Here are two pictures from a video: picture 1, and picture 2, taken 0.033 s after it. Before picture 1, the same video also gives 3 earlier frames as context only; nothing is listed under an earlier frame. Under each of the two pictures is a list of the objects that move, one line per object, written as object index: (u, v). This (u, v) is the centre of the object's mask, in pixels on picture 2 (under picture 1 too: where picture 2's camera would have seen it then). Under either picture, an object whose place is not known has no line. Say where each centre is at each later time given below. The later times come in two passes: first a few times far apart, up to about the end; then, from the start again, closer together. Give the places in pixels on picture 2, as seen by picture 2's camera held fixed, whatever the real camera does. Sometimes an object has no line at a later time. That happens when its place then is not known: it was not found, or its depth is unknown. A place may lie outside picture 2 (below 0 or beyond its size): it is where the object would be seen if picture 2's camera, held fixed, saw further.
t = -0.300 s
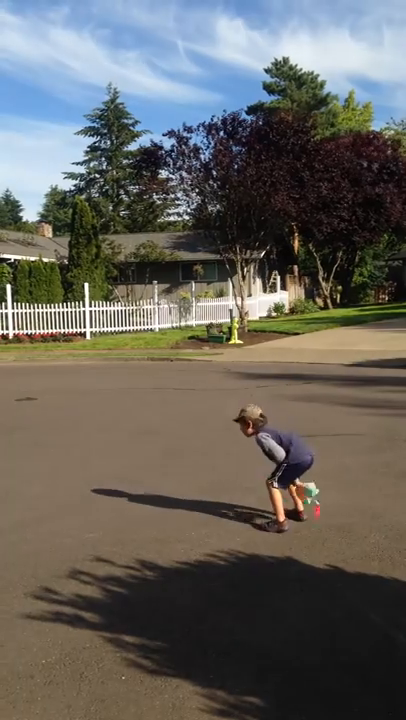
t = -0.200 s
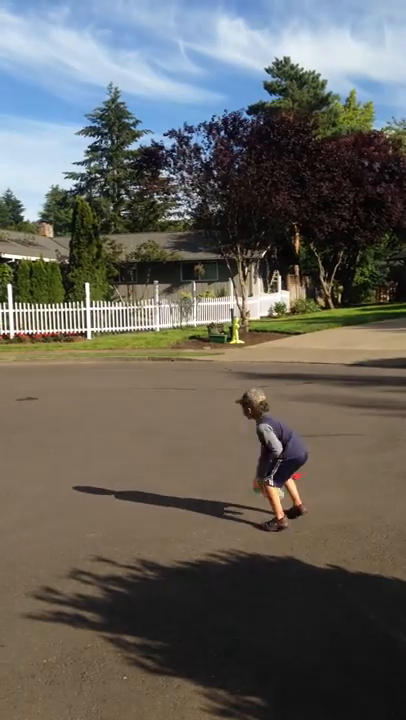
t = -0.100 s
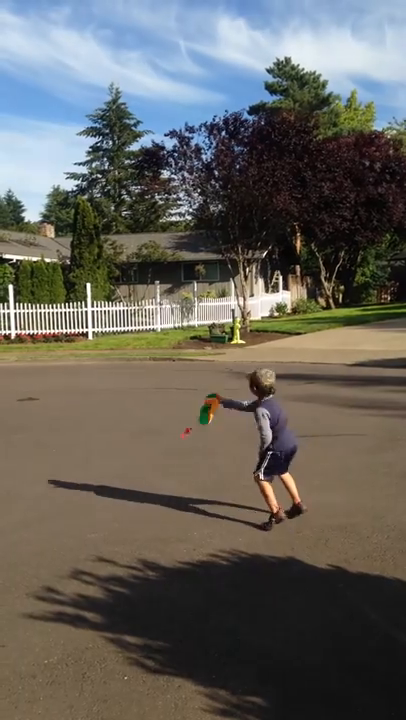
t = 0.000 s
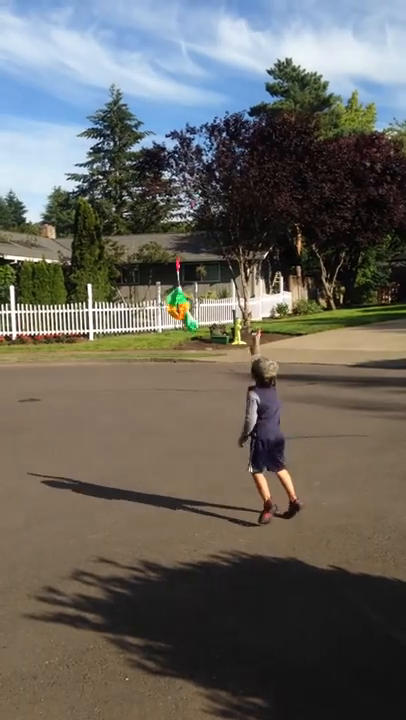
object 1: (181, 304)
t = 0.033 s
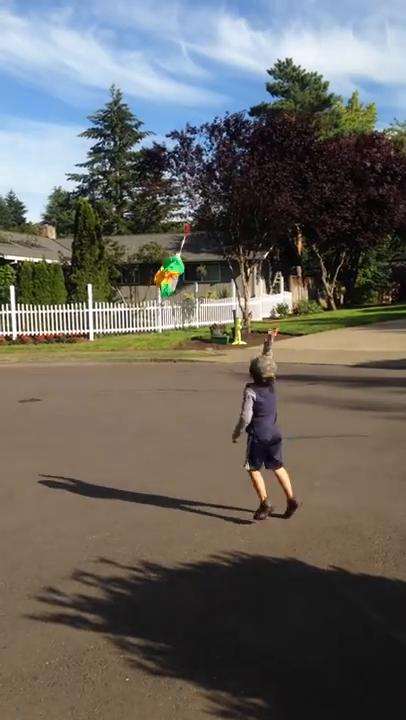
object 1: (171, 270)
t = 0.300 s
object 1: (177, 136)
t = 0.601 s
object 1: (188, 131)
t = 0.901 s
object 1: (203, 222)
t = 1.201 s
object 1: (190, 340)
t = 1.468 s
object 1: (170, 410)
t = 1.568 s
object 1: (163, 438)
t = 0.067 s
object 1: (169, 238)
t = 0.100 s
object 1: (170, 214)
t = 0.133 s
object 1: (168, 200)
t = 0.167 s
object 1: (171, 181)
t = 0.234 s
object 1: (172, 156)
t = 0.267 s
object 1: (176, 144)
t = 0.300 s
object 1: (177, 136)
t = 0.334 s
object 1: (179, 129)
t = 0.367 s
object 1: (179, 125)
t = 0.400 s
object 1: (181, 122)
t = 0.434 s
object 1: (181, 121)
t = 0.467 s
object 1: (182, 120)
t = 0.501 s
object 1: (186, 121)
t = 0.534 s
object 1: (184, 123)
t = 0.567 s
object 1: (185, 125)
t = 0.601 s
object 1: (188, 131)
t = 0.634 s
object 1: (189, 136)
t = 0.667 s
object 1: (191, 142)
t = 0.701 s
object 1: (192, 147)
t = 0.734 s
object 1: (195, 158)
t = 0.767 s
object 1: (197, 169)
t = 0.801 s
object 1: (198, 181)
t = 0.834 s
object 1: (200, 192)
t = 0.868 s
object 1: (202, 206)
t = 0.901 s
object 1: (203, 222)
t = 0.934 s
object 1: (203, 237)
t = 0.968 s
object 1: (202, 254)
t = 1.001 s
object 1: (200, 265)
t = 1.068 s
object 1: (194, 292)
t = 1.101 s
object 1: (193, 302)
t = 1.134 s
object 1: (190, 312)
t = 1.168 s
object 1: (190, 329)
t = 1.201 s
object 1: (190, 340)
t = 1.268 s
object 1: (186, 357)
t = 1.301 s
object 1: (183, 366)
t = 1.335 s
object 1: (180, 374)
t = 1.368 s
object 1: (177, 383)
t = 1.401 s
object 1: (175, 391)
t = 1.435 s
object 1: (172, 400)
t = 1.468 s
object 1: (170, 410)
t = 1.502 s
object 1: (167, 419)
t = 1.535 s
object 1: (165, 428)
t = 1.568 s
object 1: (163, 438)
